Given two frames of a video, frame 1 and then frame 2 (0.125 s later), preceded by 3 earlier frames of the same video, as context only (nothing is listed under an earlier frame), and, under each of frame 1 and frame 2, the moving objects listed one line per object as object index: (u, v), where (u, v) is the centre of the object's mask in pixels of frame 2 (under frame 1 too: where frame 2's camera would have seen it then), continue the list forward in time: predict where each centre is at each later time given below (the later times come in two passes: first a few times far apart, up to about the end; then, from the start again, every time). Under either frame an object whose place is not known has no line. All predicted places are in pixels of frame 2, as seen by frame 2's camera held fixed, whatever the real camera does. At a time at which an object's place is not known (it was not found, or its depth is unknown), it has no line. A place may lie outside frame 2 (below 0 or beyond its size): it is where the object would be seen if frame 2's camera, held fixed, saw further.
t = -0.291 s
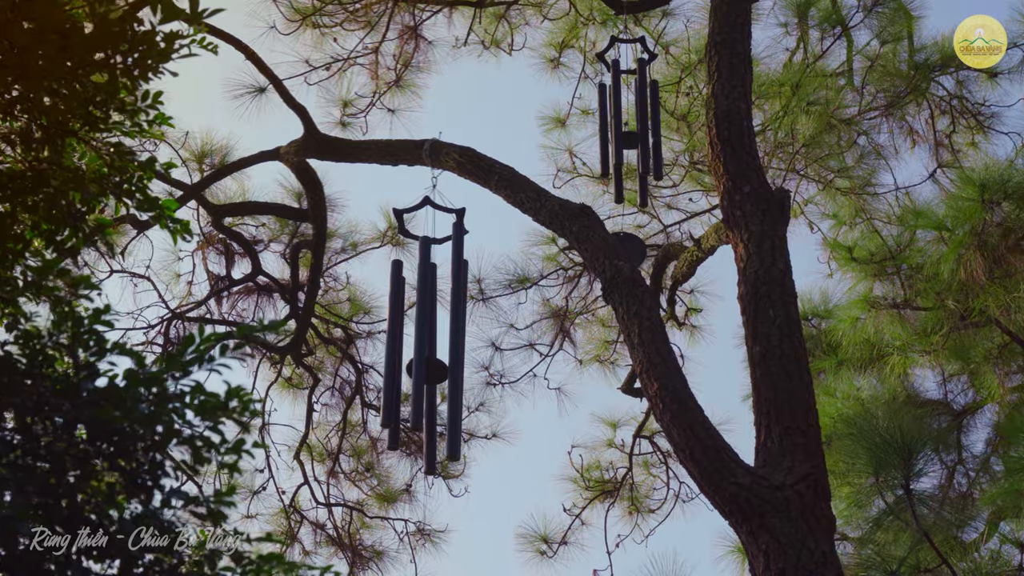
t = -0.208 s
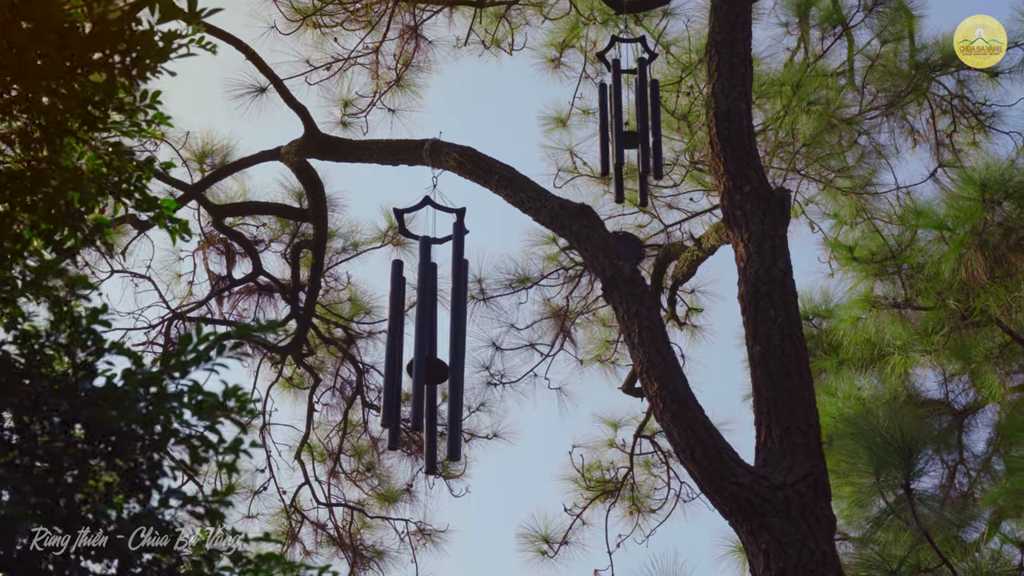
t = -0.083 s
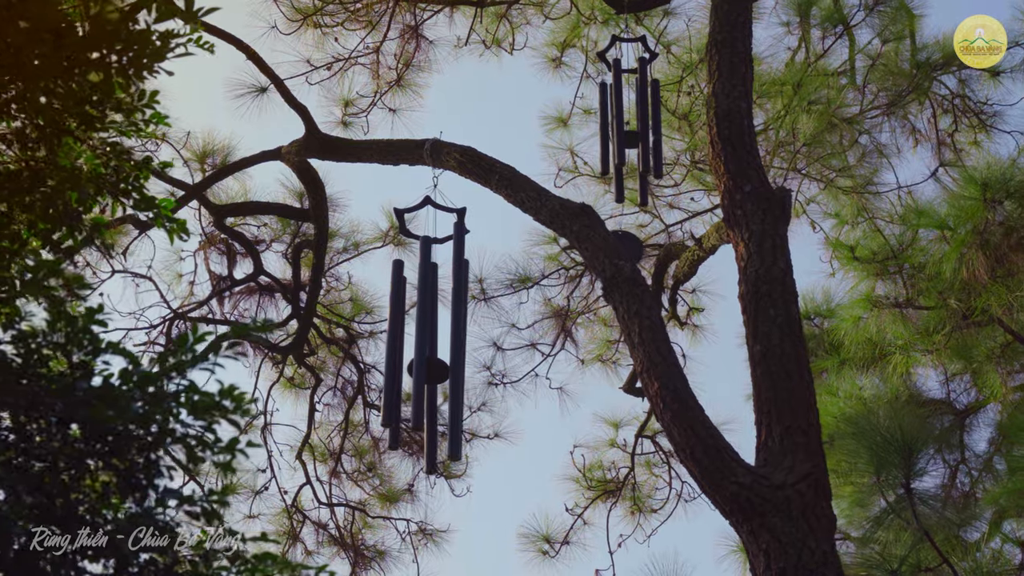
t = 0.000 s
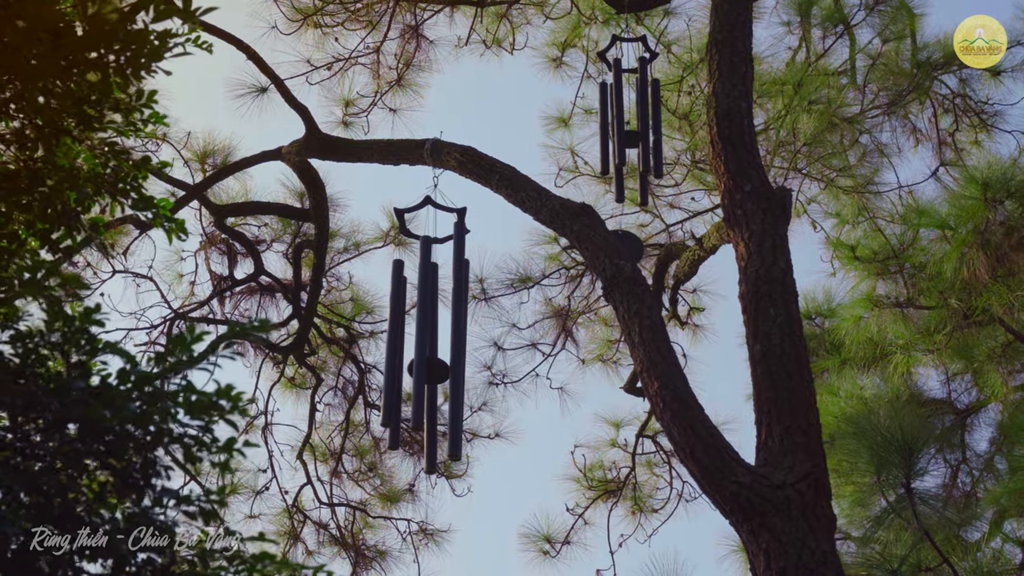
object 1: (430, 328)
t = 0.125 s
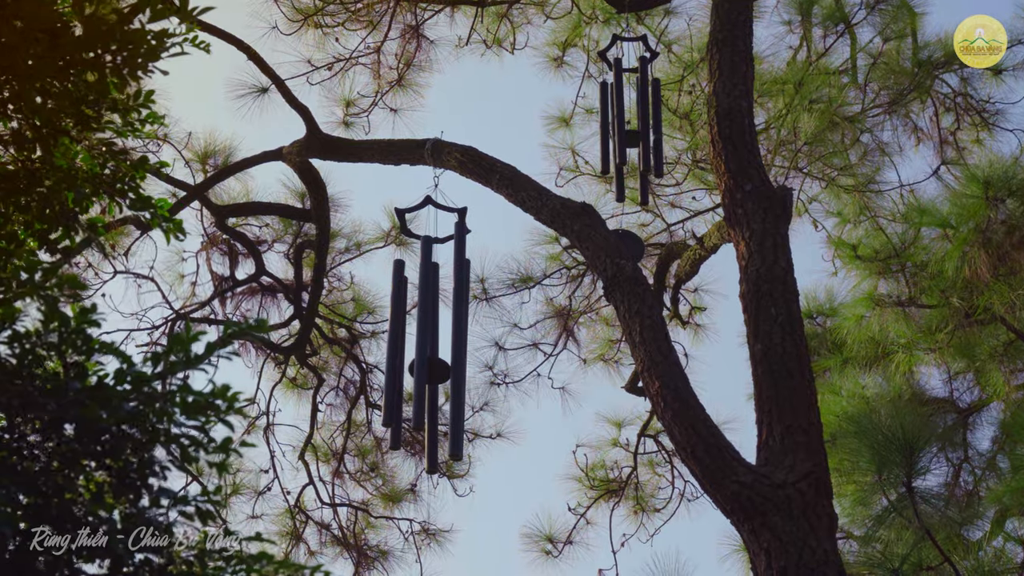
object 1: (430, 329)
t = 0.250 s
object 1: (431, 328)
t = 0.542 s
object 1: (431, 329)
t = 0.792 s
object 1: (432, 328)
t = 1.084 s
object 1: (432, 329)
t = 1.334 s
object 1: (433, 329)
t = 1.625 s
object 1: (434, 329)
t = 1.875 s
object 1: (434, 330)
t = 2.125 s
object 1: (436, 331)
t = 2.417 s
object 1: (437, 331)
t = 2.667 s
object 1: (438, 332)
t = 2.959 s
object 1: (439, 331)
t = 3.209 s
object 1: (440, 331)
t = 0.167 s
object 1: (430, 328)
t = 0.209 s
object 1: (431, 328)
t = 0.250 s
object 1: (431, 328)
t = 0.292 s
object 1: (431, 328)
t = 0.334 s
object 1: (431, 328)
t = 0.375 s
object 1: (431, 328)
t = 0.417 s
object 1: (431, 329)
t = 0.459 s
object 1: (431, 329)
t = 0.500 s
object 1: (431, 329)
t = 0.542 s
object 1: (431, 329)
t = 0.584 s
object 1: (431, 329)
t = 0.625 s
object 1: (431, 329)
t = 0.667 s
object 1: (431, 329)
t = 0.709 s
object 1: (431, 329)
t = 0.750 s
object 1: (432, 328)
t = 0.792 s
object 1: (432, 328)
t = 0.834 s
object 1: (431, 328)
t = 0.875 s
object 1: (432, 329)
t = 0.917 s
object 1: (432, 329)
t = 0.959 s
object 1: (432, 329)
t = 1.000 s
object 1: (432, 329)
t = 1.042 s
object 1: (432, 329)
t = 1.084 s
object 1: (432, 329)
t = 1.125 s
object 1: (432, 329)
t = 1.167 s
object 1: (432, 328)
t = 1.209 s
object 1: (432, 328)
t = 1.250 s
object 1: (433, 328)
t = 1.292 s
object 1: (433, 329)
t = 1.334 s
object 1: (433, 329)
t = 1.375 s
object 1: (433, 329)
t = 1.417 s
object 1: (433, 329)
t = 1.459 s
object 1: (433, 330)
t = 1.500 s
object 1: (434, 330)
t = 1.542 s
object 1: (433, 329)
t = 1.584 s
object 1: (434, 329)
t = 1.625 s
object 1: (434, 329)
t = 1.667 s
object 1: (434, 330)
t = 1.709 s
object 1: (434, 329)
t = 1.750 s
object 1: (434, 330)
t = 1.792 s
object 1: (434, 330)
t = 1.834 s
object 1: (434, 330)
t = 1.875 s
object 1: (434, 330)
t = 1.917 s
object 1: (435, 330)
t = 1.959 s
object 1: (435, 330)
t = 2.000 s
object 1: (435, 331)
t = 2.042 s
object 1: (435, 330)
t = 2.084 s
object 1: (435, 331)
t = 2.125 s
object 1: (436, 331)
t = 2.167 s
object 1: (436, 331)
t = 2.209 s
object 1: (436, 331)
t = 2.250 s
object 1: (436, 331)
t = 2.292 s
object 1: (436, 331)
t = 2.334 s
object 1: (436, 331)
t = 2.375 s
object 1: (436, 331)
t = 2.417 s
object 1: (437, 331)
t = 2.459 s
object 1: (437, 331)
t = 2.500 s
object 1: (437, 332)
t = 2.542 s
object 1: (437, 331)
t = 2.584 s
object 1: (437, 331)
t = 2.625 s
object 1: (437, 332)
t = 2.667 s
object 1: (438, 332)
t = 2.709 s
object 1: (438, 332)
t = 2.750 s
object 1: (438, 331)
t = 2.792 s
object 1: (438, 331)
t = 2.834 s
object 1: (438, 331)
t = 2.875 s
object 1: (438, 332)
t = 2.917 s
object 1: (439, 332)
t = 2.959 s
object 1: (439, 331)
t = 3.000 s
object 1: (439, 332)
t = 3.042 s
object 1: (439, 331)
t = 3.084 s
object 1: (439, 331)
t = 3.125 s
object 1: (439, 331)
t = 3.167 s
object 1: (440, 331)
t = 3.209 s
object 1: (440, 331)
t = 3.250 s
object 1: (440, 331)
